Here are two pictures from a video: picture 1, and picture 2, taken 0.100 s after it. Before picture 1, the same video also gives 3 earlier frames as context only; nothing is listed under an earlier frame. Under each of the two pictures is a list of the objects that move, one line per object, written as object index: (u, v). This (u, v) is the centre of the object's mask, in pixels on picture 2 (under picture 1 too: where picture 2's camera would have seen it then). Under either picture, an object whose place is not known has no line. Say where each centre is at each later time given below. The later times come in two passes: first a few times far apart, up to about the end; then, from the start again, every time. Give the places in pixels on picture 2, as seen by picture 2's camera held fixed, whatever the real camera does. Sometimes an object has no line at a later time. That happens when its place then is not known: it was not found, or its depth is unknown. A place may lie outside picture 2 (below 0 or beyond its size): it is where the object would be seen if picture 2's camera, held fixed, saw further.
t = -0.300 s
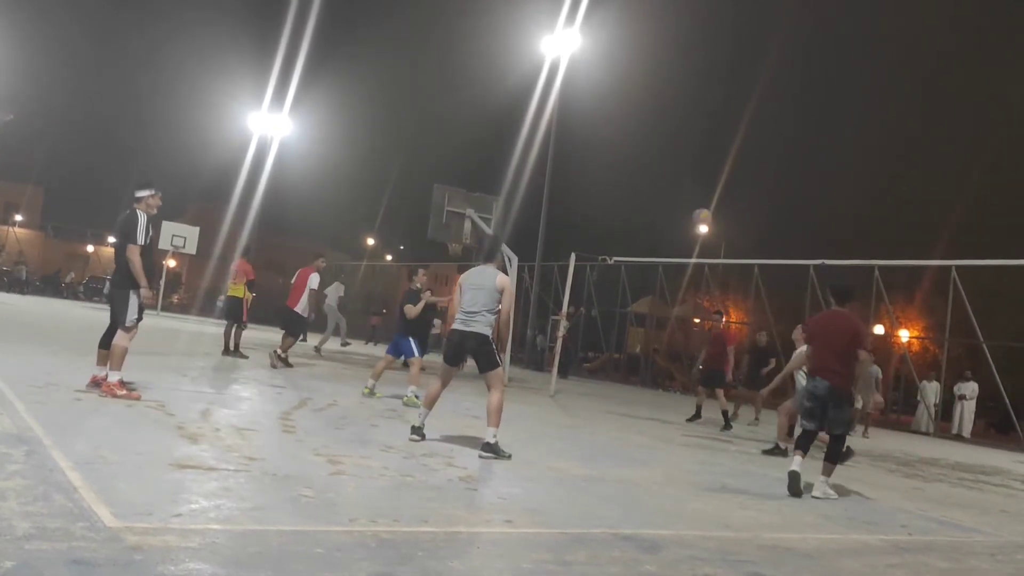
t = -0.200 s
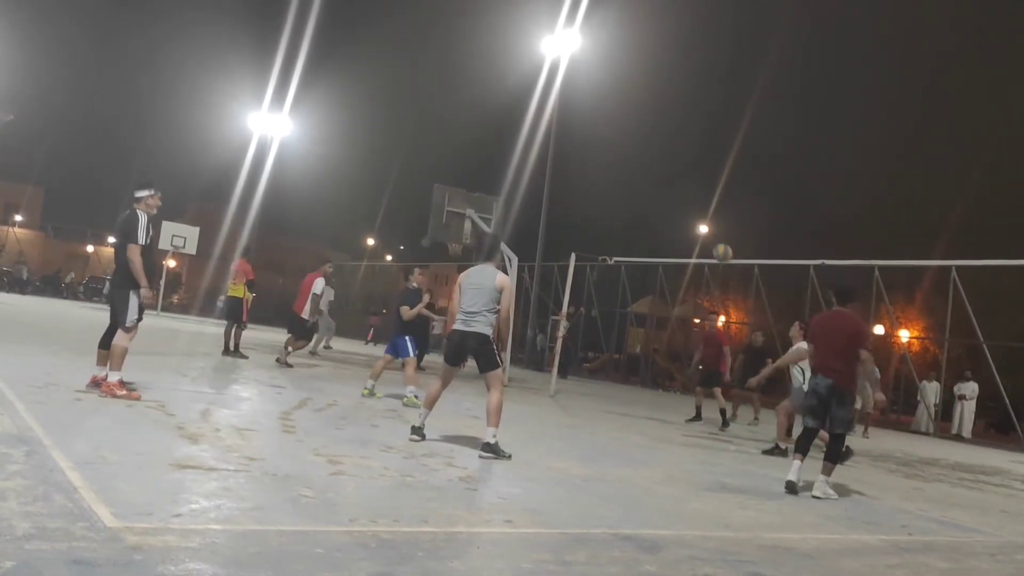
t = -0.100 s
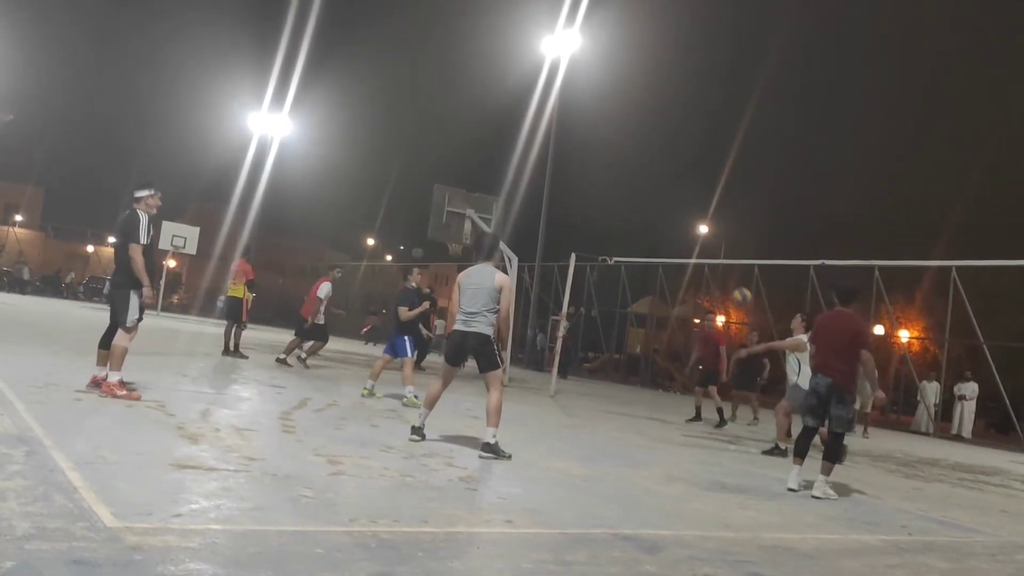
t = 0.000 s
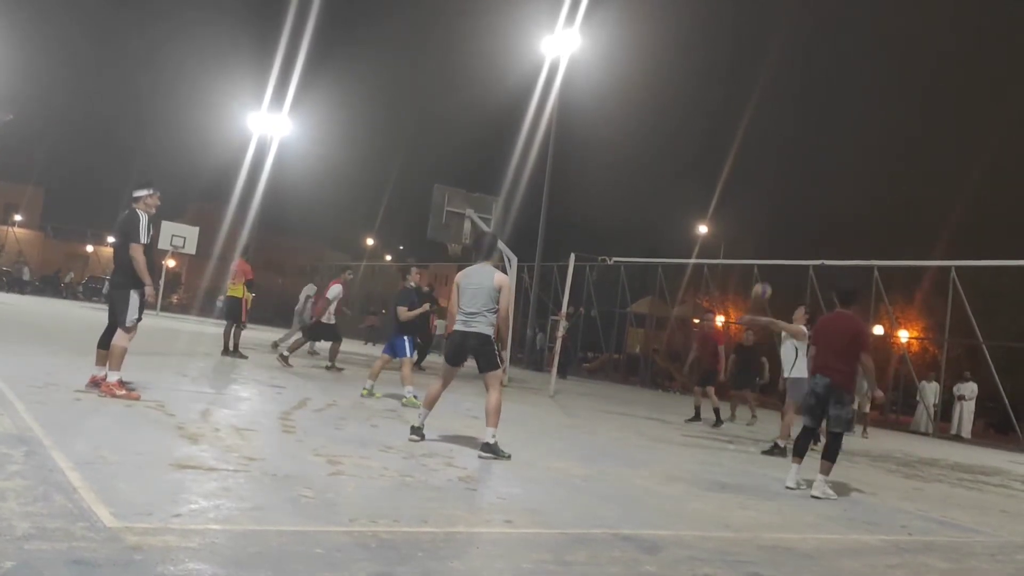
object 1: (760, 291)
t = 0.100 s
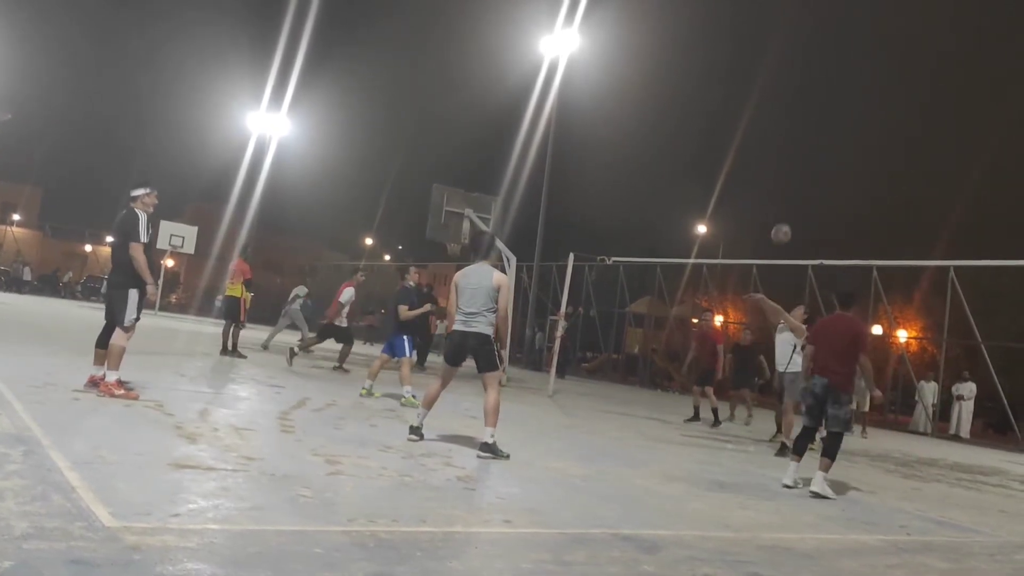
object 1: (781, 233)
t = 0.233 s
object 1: (807, 168)
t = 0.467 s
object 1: (851, 88)
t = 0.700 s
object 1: (891, 55)
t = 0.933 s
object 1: (924, 72)
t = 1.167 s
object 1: (953, 141)
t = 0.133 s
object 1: (787, 216)
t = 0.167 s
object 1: (794, 199)
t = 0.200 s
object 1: (800, 183)
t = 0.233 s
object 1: (807, 168)
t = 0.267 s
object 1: (813, 154)
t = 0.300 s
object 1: (819, 141)
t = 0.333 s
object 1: (826, 128)
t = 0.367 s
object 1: (832, 117)
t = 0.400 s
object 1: (838, 106)
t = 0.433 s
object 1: (844, 97)
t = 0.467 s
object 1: (851, 88)
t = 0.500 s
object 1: (857, 80)
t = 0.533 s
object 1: (862, 74)
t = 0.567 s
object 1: (868, 68)
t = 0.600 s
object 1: (874, 63)
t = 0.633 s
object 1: (880, 59)
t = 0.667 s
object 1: (885, 56)
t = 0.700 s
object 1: (891, 55)
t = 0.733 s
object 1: (896, 54)
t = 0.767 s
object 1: (901, 54)
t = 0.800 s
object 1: (906, 56)
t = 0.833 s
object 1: (911, 58)
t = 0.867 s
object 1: (915, 61)
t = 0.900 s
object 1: (920, 66)
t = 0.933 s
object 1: (924, 72)
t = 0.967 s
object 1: (929, 78)
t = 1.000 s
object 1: (933, 86)
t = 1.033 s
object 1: (937, 95)
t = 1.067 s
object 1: (941, 105)
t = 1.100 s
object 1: (945, 116)
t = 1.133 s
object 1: (949, 128)
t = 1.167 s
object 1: (953, 141)
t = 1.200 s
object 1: (957, 156)
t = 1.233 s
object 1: (961, 172)
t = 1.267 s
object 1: (964, 187)
